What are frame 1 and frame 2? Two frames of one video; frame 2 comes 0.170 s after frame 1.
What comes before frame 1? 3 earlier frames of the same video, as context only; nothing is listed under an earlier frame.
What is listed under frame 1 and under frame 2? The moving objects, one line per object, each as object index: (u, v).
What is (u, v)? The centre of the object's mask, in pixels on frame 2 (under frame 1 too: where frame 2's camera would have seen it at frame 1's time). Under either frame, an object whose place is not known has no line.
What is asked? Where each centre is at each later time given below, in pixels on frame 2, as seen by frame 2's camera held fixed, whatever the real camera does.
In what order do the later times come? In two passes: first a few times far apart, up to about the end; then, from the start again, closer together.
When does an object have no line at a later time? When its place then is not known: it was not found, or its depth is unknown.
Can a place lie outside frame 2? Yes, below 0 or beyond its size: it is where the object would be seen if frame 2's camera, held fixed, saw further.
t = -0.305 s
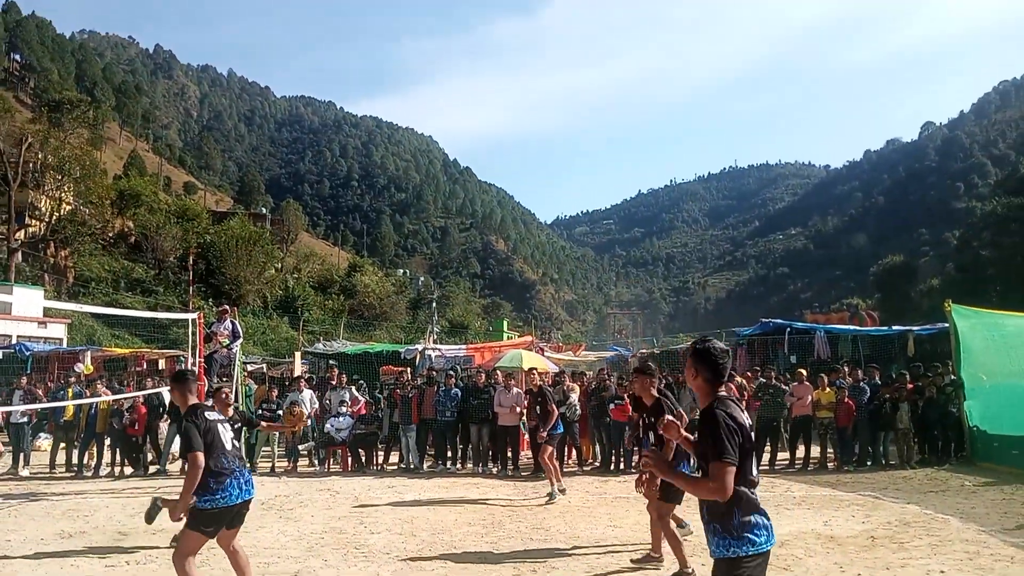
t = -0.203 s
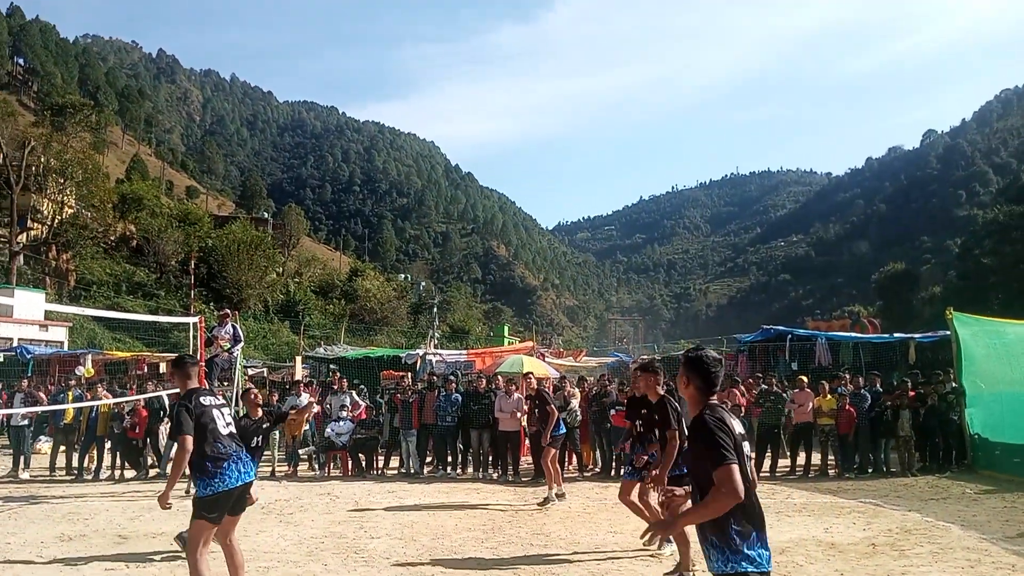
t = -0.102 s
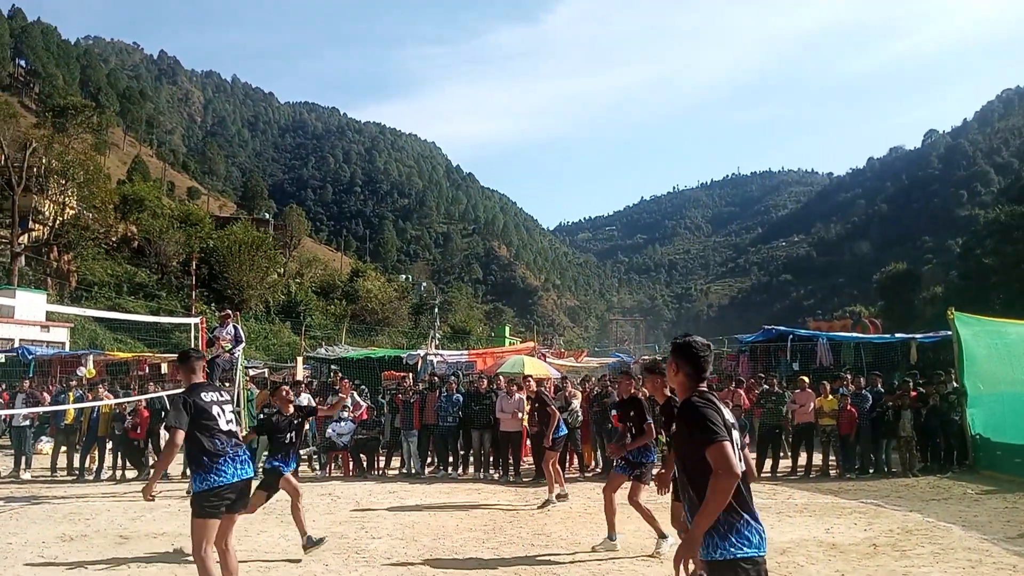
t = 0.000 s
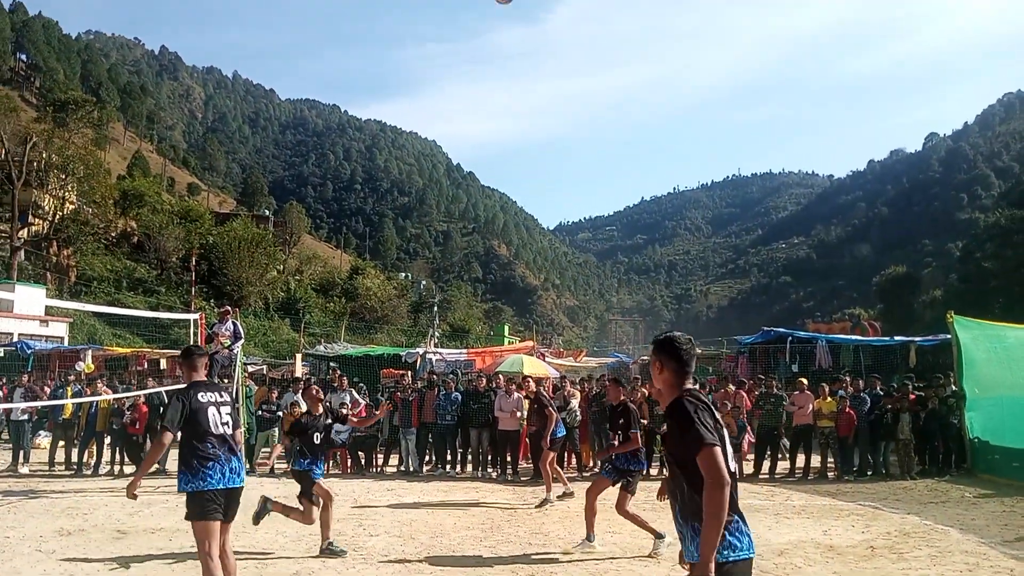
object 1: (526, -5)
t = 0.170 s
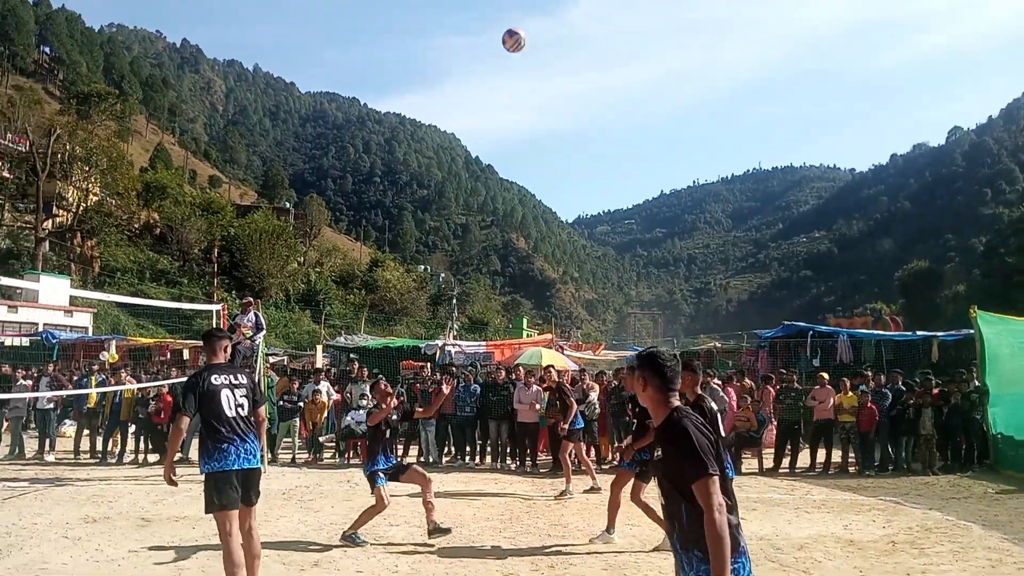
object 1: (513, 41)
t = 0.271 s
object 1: (509, 86)
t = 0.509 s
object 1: (499, 220)
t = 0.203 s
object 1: (512, 54)
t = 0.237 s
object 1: (510, 69)
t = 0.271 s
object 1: (509, 86)
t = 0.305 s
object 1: (507, 102)
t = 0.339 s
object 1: (506, 120)
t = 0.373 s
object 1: (505, 138)
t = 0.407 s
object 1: (505, 158)
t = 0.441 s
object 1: (503, 178)
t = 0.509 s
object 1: (499, 220)
